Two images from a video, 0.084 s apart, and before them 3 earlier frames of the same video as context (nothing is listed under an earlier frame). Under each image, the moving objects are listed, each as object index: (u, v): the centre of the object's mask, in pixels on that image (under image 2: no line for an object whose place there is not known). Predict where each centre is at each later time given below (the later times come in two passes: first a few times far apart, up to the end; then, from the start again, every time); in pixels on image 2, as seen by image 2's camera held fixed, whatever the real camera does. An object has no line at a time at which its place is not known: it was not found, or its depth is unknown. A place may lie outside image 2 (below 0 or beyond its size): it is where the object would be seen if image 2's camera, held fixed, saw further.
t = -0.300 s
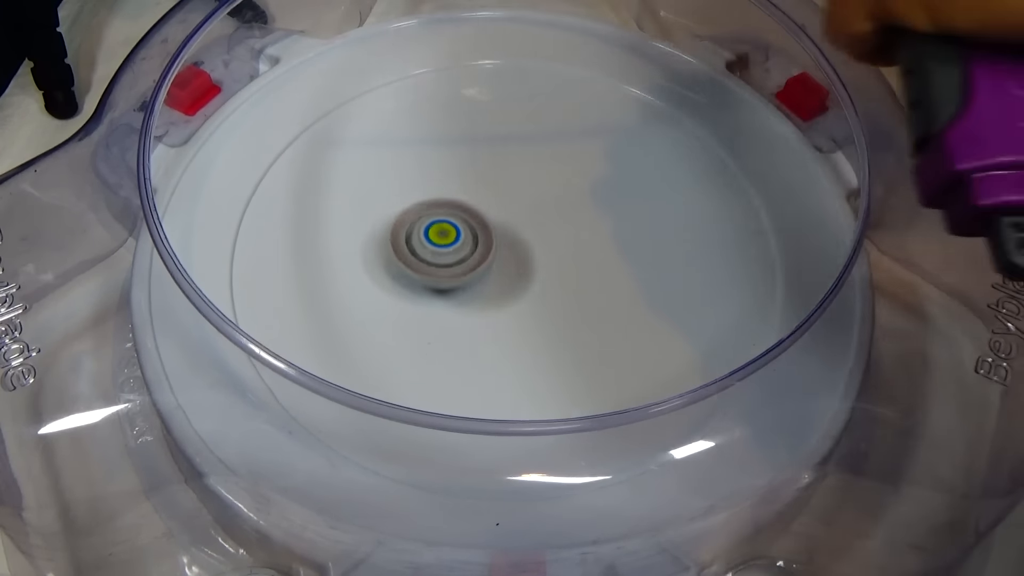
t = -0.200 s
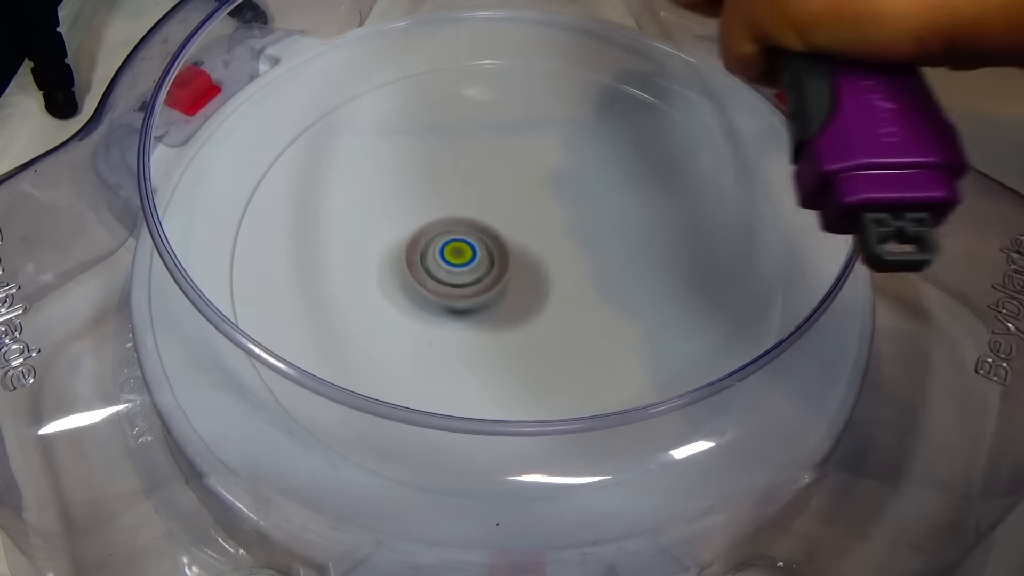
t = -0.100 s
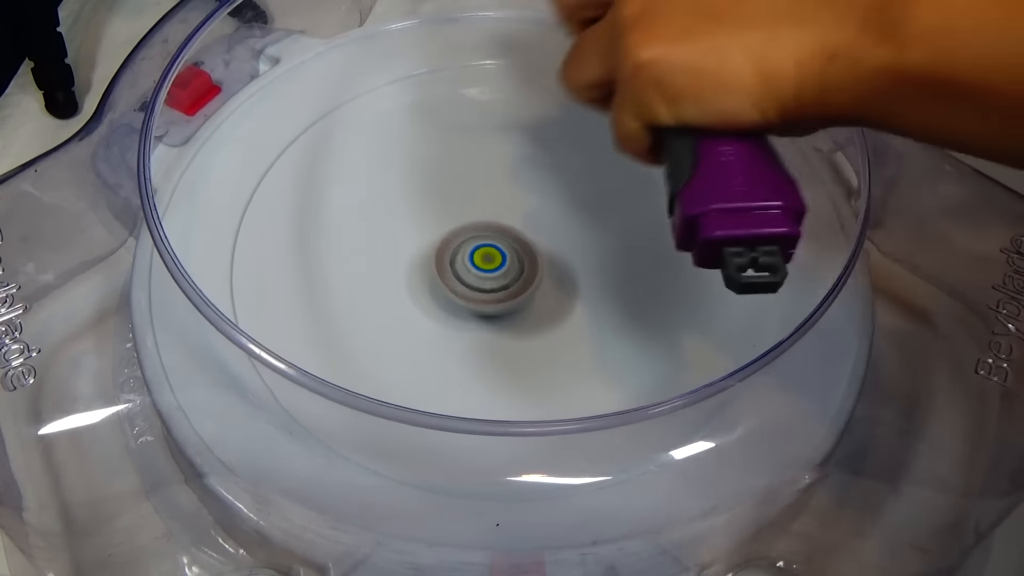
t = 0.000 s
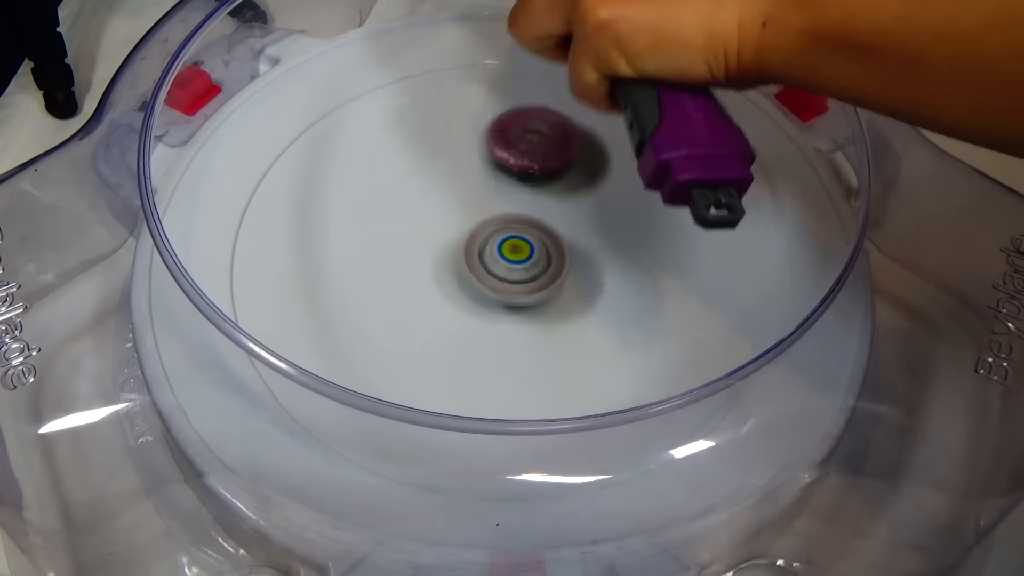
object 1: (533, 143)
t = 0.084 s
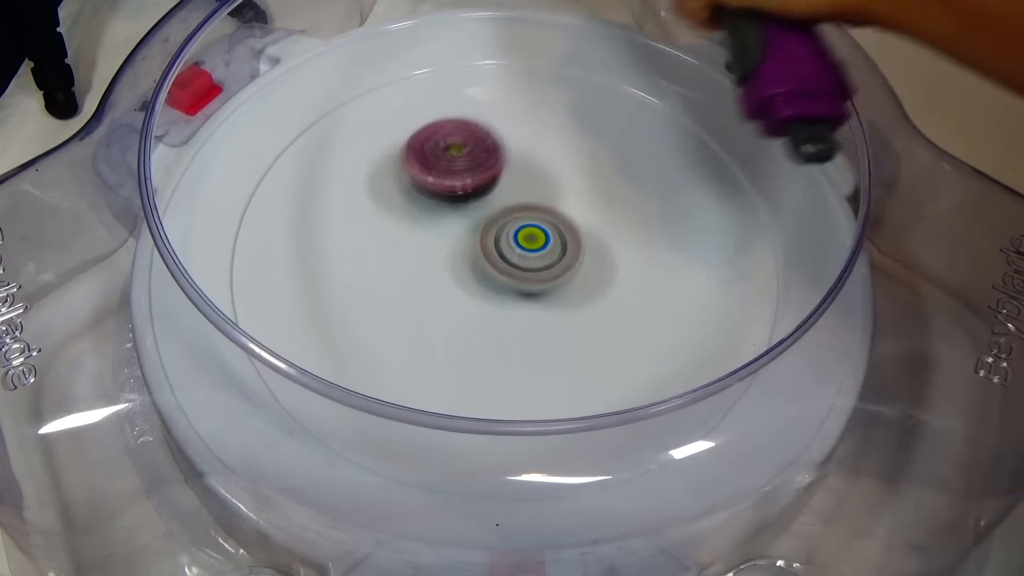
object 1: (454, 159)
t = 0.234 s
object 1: (342, 255)
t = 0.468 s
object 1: (385, 323)
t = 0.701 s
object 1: (517, 316)
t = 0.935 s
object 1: (579, 335)
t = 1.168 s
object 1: (593, 290)
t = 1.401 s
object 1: (681, 334)
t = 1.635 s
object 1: (621, 274)
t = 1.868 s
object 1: (580, 225)
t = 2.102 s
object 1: (547, 223)
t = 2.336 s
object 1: (525, 224)
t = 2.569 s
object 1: (508, 225)
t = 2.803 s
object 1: (497, 227)
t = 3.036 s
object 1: (492, 229)
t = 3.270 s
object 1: (492, 232)
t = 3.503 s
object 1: (496, 235)
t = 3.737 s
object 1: (501, 265)
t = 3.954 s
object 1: (509, 261)
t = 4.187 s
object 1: (512, 259)
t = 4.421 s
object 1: (513, 256)
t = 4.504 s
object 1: (512, 255)
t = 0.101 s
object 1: (437, 174)
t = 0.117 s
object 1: (420, 195)
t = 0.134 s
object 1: (407, 207)
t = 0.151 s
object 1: (394, 211)
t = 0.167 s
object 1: (381, 220)
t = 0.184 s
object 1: (369, 233)
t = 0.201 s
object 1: (359, 239)
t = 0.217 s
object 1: (350, 248)
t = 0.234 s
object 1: (342, 255)
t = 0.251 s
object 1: (336, 262)
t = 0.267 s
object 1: (331, 269)
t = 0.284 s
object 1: (329, 276)
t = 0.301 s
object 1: (328, 282)
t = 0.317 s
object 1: (329, 287)
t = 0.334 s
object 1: (330, 293)
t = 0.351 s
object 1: (334, 298)
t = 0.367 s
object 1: (338, 303)
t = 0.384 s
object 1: (344, 308)
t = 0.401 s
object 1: (350, 311)
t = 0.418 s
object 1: (358, 315)
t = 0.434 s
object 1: (366, 318)
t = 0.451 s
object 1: (375, 321)
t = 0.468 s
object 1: (385, 323)
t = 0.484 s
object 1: (395, 324)
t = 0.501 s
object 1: (405, 324)
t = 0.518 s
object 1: (416, 324)
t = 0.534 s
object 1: (426, 323)
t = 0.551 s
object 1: (437, 323)
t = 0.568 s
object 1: (447, 321)
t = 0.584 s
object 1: (457, 320)
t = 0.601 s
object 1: (466, 319)
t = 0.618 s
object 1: (476, 316)
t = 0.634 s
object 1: (484, 314)
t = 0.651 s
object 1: (493, 309)
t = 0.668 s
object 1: (499, 307)
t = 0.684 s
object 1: (507, 305)
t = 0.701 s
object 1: (517, 316)
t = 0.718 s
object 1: (525, 325)
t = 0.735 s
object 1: (534, 333)
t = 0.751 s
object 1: (541, 339)
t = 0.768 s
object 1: (549, 345)
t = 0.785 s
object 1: (554, 349)
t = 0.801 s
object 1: (560, 352)
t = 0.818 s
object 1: (565, 353)
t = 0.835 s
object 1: (570, 354)
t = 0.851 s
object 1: (572, 353)
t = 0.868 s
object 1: (576, 351)
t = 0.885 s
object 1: (578, 349)
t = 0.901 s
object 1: (579, 345)
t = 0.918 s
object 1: (580, 340)
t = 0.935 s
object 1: (579, 335)
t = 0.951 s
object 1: (578, 328)
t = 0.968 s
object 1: (577, 323)
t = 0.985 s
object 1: (575, 314)
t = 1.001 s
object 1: (572, 308)
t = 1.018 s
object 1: (569, 300)
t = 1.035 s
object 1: (567, 293)
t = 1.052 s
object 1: (564, 286)
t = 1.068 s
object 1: (560, 278)
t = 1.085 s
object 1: (557, 271)
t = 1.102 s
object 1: (552, 265)
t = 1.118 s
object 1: (549, 259)
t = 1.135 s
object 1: (563, 267)
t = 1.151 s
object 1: (577, 278)
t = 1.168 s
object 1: (593, 290)
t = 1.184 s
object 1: (608, 300)
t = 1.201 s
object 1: (622, 309)
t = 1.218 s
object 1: (634, 318)
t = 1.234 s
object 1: (644, 326)
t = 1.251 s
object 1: (654, 332)
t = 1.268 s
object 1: (663, 336)
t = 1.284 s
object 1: (668, 340)
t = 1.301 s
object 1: (673, 341)
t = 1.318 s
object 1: (677, 342)
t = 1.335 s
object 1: (679, 341)
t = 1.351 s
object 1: (681, 340)
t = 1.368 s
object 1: (682, 339)
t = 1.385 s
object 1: (681, 337)
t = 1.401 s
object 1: (681, 334)
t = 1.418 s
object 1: (679, 330)
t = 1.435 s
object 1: (677, 326)
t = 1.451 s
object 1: (675, 321)
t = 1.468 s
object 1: (671, 317)
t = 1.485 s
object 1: (667, 313)
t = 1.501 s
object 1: (663, 308)
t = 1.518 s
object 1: (660, 304)
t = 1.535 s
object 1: (655, 299)
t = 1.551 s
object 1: (649, 295)
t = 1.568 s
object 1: (644, 290)
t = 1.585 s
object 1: (638, 286)
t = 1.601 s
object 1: (632, 282)
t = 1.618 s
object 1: (627, 277)
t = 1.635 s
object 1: (621, 274)
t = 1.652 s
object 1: (614, 271)
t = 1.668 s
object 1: (608, 266)
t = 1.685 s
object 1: (604, 263)
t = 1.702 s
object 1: (603, 258)
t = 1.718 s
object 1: (601, 252)
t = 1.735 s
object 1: (600, 247)
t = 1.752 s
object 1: (598, 243)
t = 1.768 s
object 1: (596, 239)
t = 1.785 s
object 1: (594, 235)
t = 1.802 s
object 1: (592, 232)
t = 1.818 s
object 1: (589, 230)
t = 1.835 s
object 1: (586, 228)
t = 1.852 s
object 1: (583, 226)
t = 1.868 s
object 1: (580, 225)
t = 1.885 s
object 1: (578, 224)
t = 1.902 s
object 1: (574, 223)
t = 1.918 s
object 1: (572, 222)
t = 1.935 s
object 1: (569, 222)
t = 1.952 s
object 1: (566, 222)
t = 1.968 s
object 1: (564, 223)
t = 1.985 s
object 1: (562, 223)
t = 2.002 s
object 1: (560, 224)
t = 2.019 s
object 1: (557, 223)
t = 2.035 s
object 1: (555, 223)
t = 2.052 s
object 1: (553, 223)
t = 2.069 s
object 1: (551, 223)
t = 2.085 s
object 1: (549, 223)
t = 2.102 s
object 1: (547, 223)
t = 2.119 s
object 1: (545, 223)
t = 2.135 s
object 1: (543, 223)
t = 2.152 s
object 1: (541, 223)
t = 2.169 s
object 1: (540, 223)
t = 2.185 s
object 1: (538, 223)
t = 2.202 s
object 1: (537, 223)
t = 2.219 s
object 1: (535, 223)
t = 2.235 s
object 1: (534, 223)
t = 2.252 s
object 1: (532, 223)
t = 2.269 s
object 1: (531, 223)
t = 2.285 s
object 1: (529, 223)
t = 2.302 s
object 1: (527, 223)
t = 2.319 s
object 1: (526, 223)
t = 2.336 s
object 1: (525, 224)
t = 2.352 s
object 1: (523, 224)
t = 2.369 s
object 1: (522, 223)
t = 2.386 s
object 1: (521, 224)
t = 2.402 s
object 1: (520, 224)
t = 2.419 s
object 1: (518, 224)
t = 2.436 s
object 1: (516, 224)
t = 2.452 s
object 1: (516, 224)
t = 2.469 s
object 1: (515, 224)
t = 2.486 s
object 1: (513, 225)
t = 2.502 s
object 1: (512, 225)
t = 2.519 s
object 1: (511, 224)
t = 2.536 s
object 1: (510, 225)
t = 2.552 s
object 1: (509, 225)
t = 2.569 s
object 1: (508, 225)
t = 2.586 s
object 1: (507, 225)
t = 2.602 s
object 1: (506, 225)
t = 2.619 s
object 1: (506, 225)
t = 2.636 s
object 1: (505, 225)
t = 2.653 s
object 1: (504, 226)
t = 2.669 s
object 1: (502, 225)
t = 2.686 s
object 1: (502, 225)
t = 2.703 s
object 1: (502, 226)
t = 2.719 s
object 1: (501, 226)
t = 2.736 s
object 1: (500, 226)
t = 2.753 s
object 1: (499, 226)
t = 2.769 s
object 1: (498, 226)
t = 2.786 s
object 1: (498, 226)
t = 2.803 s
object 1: (497, 227)
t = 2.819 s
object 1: (496, 227)
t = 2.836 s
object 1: (495, 226)
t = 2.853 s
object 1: (496, 226)
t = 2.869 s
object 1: (495, 227)
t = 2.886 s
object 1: (495, 227)
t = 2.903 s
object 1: (494, 227)
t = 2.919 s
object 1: (493, 227)
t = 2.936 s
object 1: (493, 228)
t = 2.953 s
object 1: (493, 227)
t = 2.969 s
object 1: (493, 229)
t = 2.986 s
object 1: (493, 229)
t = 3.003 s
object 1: (492, 229)
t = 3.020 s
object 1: (492, 228)
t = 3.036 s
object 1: (492, 229)
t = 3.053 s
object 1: (492, 230)
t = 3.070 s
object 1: (492, 230)
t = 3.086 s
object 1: (491, 230)
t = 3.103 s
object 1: (491, 230)
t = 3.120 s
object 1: (491, 230)
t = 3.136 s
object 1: (492, 230)
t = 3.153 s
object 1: (492, 230)
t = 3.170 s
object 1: (491, 231)
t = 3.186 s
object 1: (491, 231)
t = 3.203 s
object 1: (491, 231)
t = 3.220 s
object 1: (492, 231)
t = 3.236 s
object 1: (492, 231)
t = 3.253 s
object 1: (492, 232)
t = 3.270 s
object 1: (492, 232)
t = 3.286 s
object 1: (492, 232)
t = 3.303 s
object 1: (492, 232)
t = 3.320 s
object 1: (493, 232)
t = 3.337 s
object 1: (493, 232)
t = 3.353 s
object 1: (494, 233)
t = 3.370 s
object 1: (494, 233)
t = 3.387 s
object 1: (494, 234)
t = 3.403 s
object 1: (494, 234)
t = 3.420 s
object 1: (494, 234)
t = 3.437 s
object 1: (495, 233)
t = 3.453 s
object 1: (495, 234)
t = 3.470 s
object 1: (495, 235)
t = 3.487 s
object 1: (496, 235)
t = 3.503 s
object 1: (496, 235)
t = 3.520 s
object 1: (496, 238)
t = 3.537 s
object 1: (496, 242)
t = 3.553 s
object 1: (497, 246)
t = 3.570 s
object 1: (497, 250)
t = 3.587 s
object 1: (497, 254)
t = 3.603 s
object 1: (498, 257)
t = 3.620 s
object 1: (498, 259)
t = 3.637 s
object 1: (498, 261)
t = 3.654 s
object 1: (498, 262)
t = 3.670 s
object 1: (499, 264)
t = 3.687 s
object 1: (500, 264)
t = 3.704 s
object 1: (501, 265)
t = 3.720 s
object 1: (501, 265)
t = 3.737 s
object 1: (501, 265)
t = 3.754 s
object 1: (502, 265)
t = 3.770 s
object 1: (502, 265)
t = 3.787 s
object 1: (503, 264)
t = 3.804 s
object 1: (504, 263)
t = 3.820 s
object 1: (505, 263)
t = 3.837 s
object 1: (506, 263)
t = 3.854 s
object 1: (507, 263)
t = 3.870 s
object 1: (507, 263)
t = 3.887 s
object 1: (508, 263)
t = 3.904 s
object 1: (508, 262)
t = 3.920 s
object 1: (508, 262)
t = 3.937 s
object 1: (508, 262)
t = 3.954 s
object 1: (509, 261)
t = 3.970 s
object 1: (509, 261)
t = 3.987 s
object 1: (510, 260)
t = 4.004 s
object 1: (510, 261)
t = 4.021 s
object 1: (511, 260)
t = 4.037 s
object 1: (511, 261)
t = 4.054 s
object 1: (511, 260)
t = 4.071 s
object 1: (511, 260)
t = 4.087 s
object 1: (511, 260)
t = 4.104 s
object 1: (511, 259)
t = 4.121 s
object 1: (511, 259)
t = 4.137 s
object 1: (512, 259)
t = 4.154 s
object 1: (512, 259)
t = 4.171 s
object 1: (512, 258)
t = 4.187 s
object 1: (512, 259)
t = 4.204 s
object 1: (512, 258)
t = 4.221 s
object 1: (513, 258)
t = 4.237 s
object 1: (512, 258)
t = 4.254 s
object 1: (512, 258)
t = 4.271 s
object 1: (512, 258)
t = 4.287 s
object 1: (512, 257)
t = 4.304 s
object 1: (512, 257)
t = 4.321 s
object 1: (512, 257)
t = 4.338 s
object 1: (512, 256)
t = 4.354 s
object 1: (513, 256)
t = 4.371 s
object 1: (513, 256)
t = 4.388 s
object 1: (513, 256)
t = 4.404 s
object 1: (513, 256)
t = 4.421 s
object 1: (513, 256)
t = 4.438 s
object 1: (513, 256)
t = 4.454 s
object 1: (512, 256)
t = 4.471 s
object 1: (512, 255)
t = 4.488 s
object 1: (512, 256)
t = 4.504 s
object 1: (512, 255)
